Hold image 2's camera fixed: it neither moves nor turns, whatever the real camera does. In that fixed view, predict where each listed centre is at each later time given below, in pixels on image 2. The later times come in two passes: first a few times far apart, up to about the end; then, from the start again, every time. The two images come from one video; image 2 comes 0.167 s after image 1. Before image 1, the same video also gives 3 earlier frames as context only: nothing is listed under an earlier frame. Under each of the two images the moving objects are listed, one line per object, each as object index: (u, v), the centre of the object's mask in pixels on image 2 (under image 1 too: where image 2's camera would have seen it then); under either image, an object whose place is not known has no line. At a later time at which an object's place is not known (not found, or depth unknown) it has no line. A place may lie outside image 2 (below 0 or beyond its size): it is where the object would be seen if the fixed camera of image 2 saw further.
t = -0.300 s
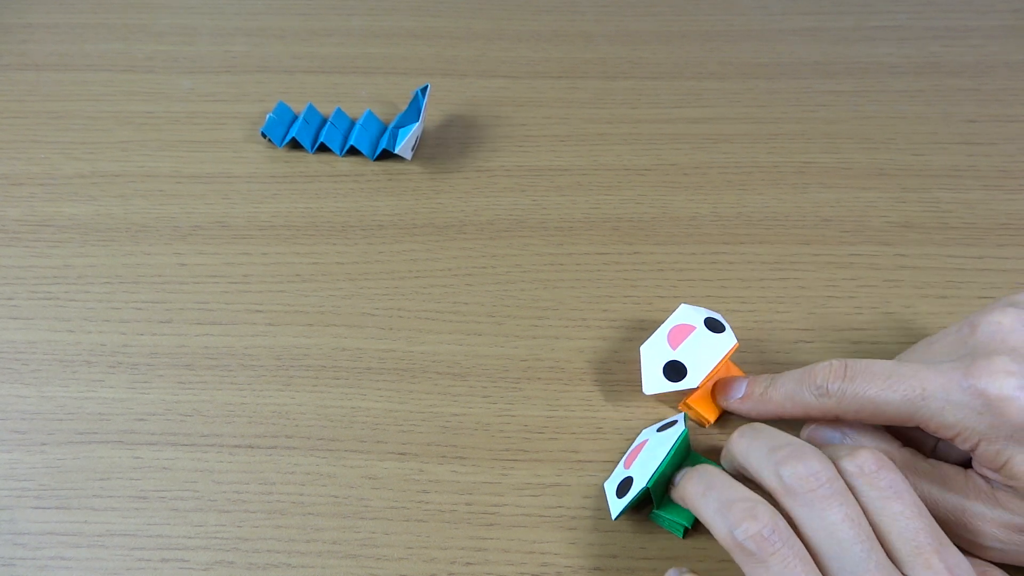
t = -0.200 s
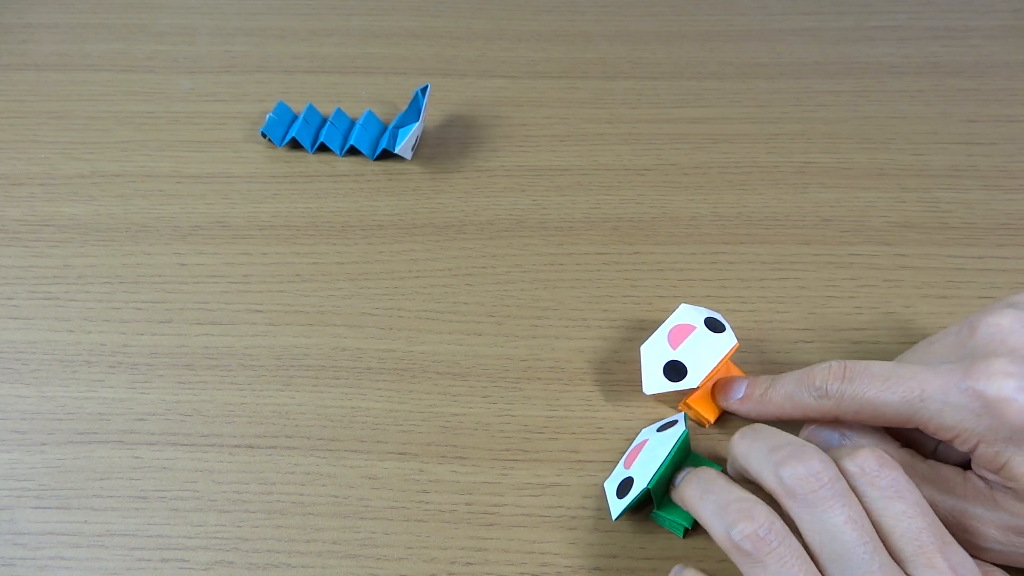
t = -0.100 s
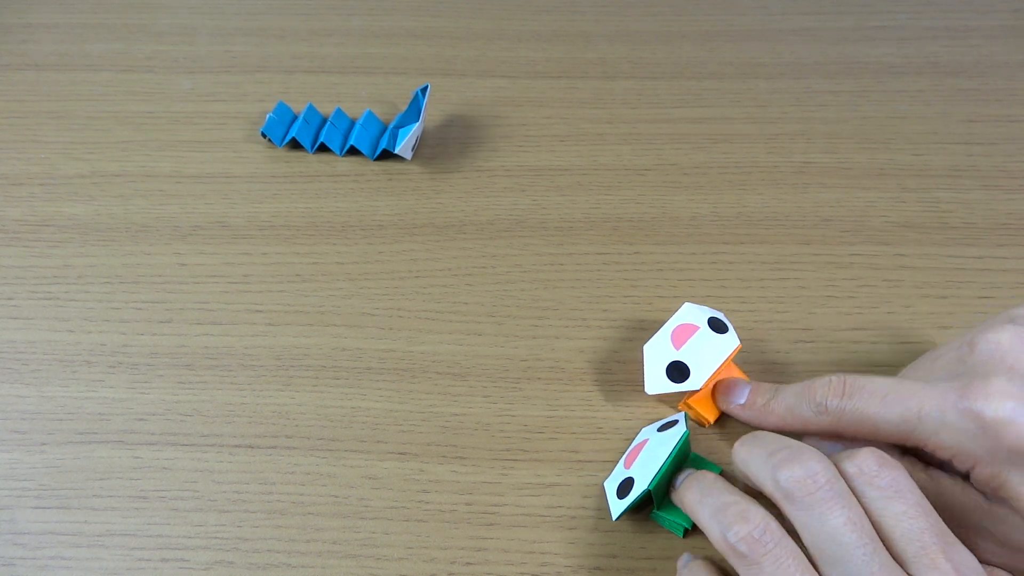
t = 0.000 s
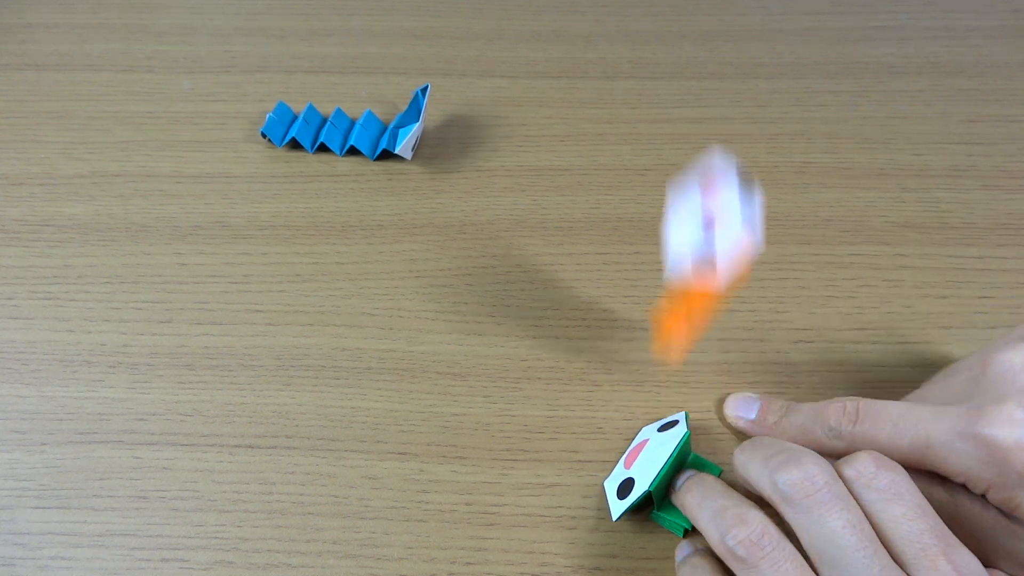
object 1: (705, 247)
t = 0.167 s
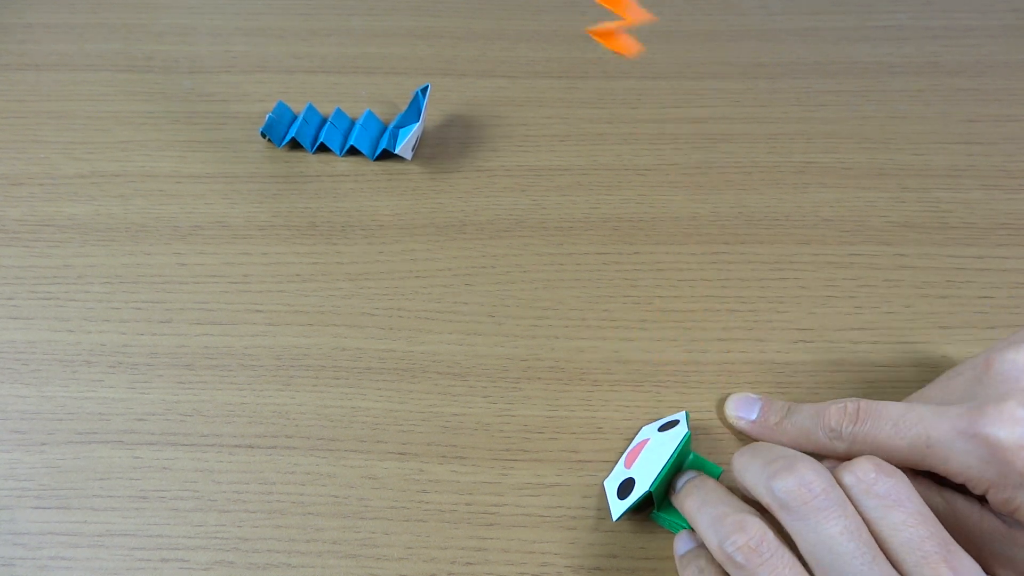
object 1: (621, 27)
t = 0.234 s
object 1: (576, 41)
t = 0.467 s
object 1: (489, 176)
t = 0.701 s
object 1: (489, 175)
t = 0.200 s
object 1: (597, 29)
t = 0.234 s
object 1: (576, 41)
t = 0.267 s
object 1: (554, 66)
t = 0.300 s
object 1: (521, 91)
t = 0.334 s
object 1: (519, 169)
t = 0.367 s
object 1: (513, 185)
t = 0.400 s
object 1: (501, 178)
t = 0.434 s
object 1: (493, 177)
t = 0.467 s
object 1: (489, 176)
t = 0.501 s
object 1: (489, 175)
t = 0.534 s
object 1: (489, 175)
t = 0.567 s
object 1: (488, 175)
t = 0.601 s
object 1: (489, 175)
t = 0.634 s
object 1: (489, 175)
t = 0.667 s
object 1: (489, 175)
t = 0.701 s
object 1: (489, 175)
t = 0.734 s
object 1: (489, 175)
